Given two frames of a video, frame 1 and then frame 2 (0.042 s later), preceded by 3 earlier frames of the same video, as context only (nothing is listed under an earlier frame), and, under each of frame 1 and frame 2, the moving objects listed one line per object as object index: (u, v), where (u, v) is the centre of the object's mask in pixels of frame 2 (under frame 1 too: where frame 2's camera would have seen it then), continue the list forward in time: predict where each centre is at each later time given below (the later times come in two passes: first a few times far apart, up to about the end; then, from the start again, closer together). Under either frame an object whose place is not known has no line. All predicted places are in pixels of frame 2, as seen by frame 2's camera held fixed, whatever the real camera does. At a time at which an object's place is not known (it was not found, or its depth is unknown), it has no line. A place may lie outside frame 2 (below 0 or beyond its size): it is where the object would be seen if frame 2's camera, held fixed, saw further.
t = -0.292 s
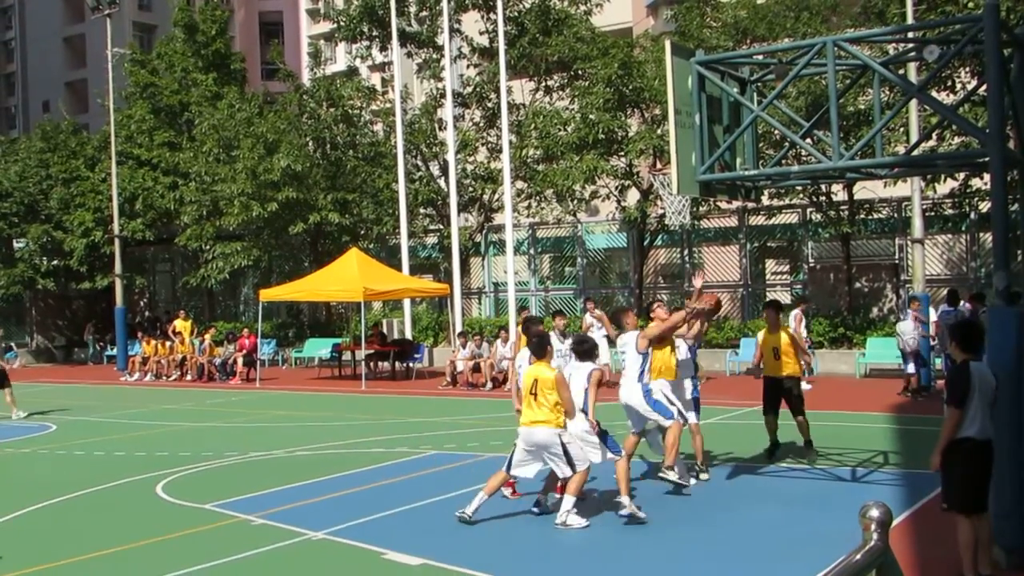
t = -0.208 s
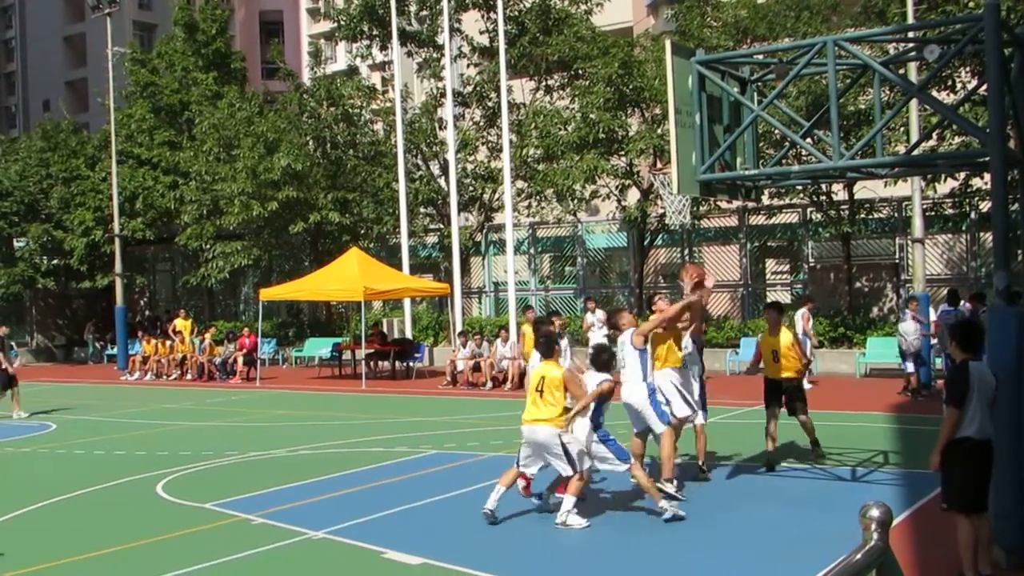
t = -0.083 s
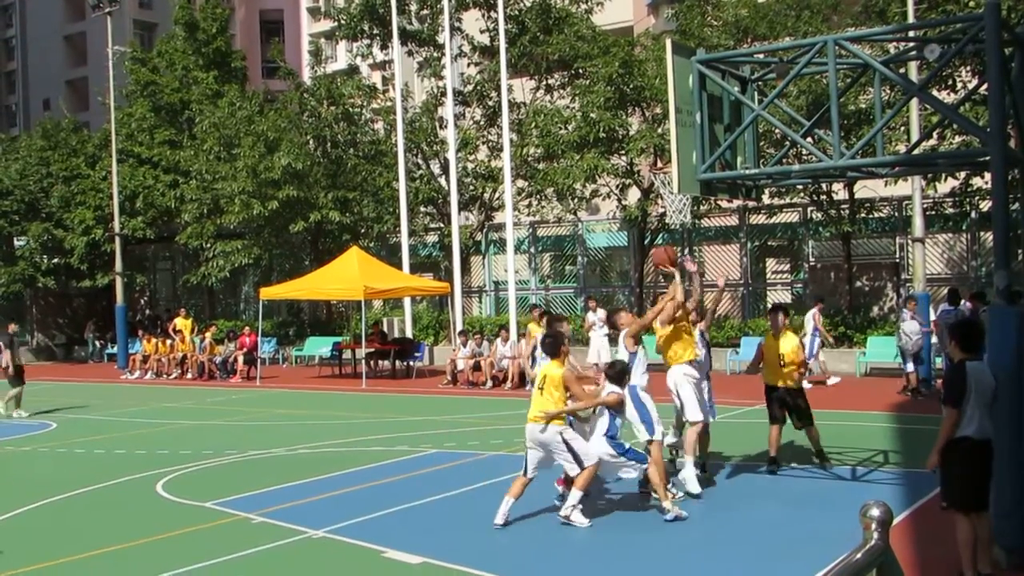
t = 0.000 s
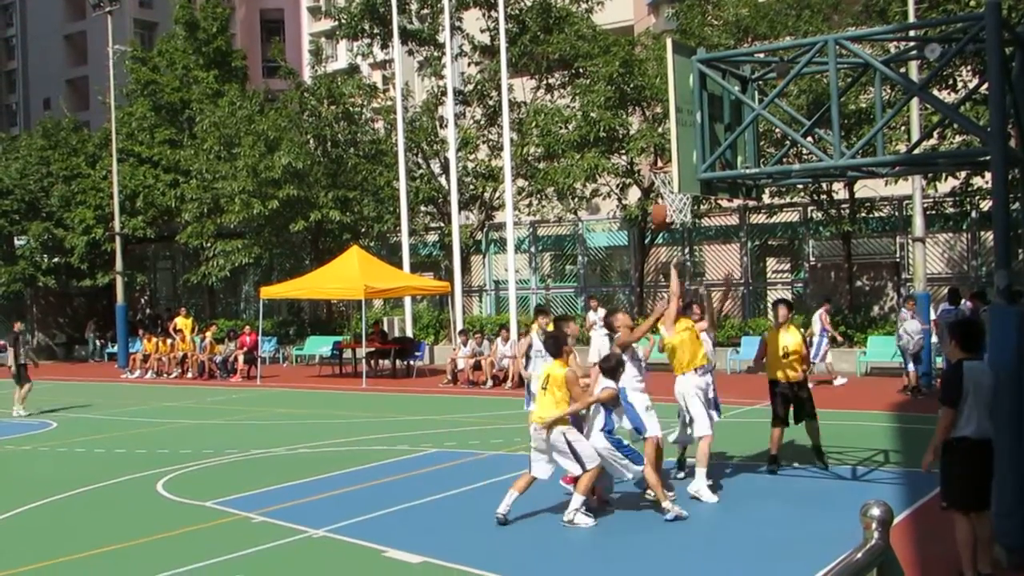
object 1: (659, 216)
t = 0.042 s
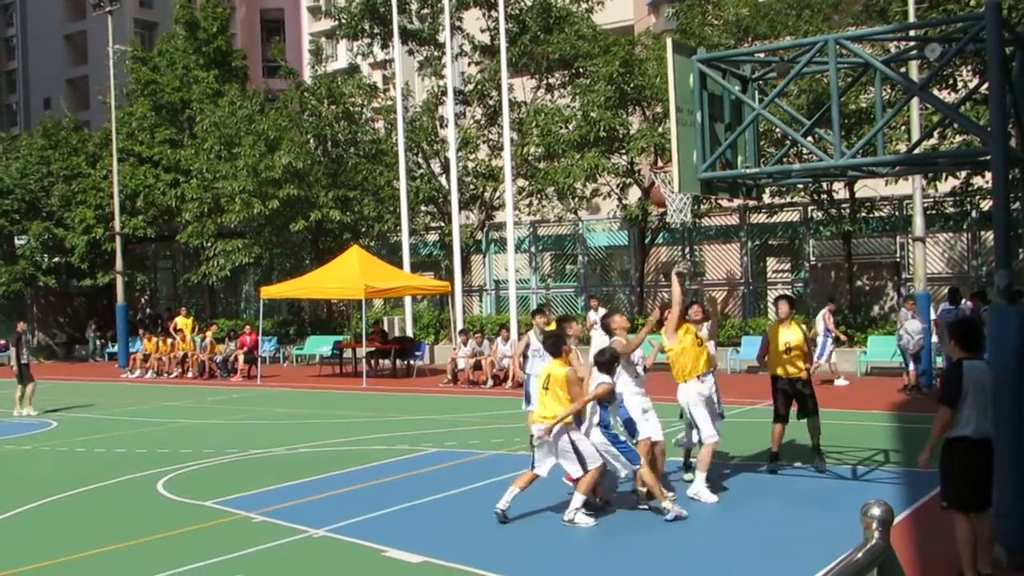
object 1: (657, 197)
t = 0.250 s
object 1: (659, 117)
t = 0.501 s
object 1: (658, 81)
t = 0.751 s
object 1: (660, 111)
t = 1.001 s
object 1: (669, 195)
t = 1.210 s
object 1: (680, 254)
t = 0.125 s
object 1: (660, 157)
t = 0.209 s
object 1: (659, 128)
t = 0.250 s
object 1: (659, 117)
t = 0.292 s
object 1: (659, 105)
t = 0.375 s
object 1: (658, 90)
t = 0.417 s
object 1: (658, 85)
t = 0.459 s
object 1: (658, 82)
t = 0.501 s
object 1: (658, 81)
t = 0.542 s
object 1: (658, 81)
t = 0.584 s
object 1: (658, 83)
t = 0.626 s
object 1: (660, 86)
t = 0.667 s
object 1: (659, 93)
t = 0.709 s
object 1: (660, 102)
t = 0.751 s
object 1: (660, 111)
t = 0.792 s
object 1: (661, 123)
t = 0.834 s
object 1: (662, 138)
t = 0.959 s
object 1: (665, 188)
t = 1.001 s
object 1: (669, 195)
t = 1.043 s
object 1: (674, 213)
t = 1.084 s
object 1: (675, 215)
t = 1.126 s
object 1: (676, 223)
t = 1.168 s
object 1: (678, 239)
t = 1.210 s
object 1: (680, 254)
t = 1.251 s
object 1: (683, 272)
